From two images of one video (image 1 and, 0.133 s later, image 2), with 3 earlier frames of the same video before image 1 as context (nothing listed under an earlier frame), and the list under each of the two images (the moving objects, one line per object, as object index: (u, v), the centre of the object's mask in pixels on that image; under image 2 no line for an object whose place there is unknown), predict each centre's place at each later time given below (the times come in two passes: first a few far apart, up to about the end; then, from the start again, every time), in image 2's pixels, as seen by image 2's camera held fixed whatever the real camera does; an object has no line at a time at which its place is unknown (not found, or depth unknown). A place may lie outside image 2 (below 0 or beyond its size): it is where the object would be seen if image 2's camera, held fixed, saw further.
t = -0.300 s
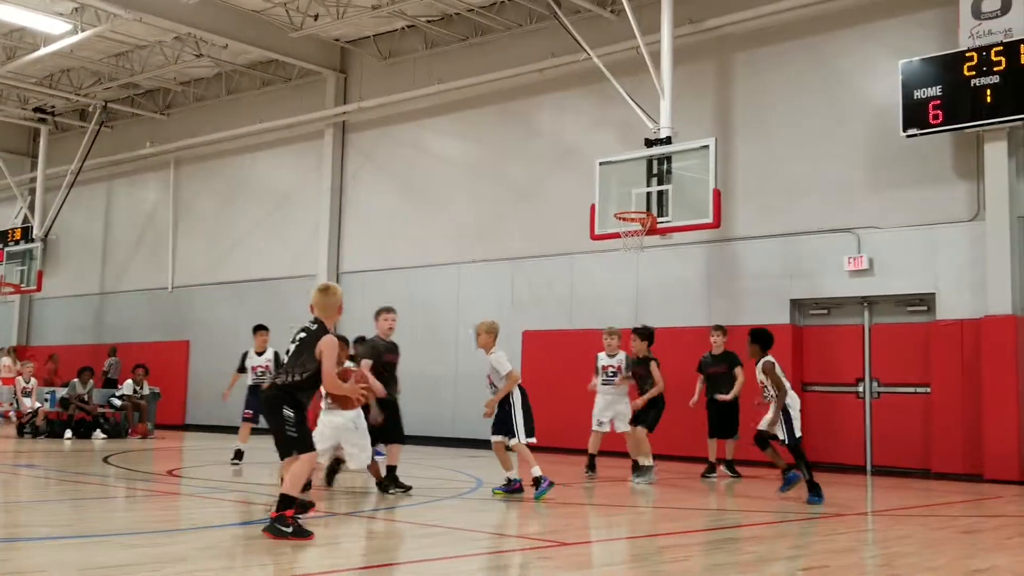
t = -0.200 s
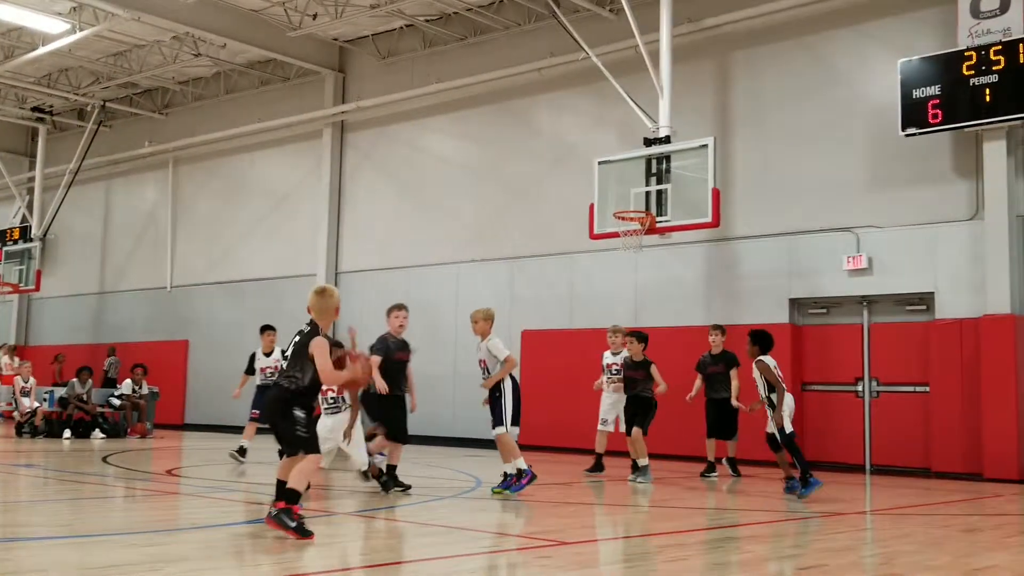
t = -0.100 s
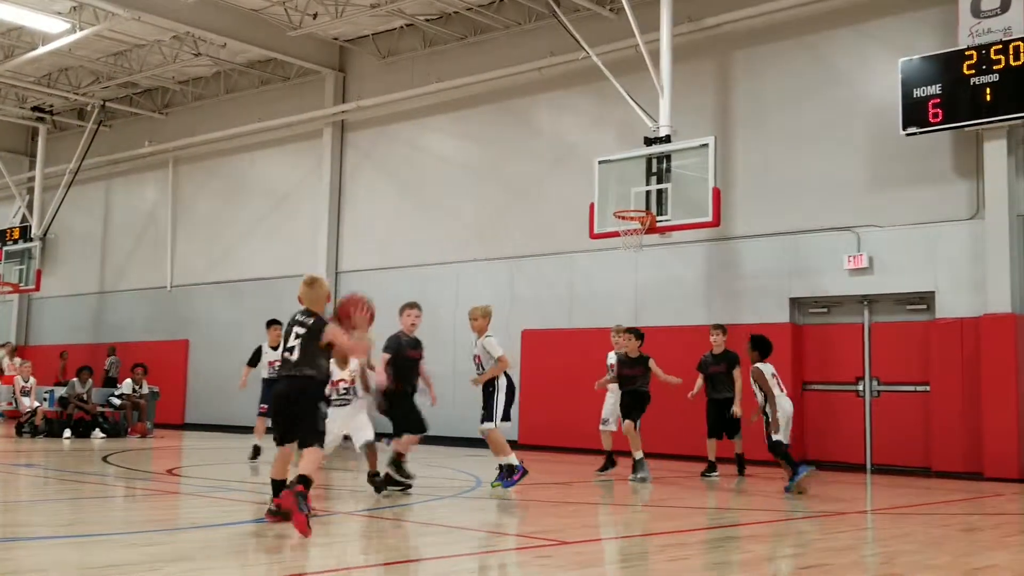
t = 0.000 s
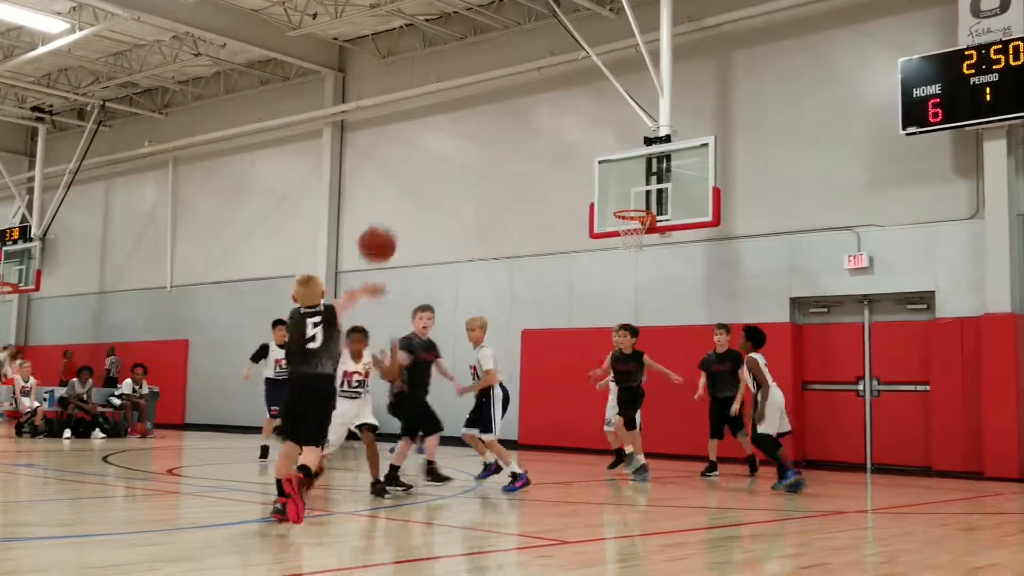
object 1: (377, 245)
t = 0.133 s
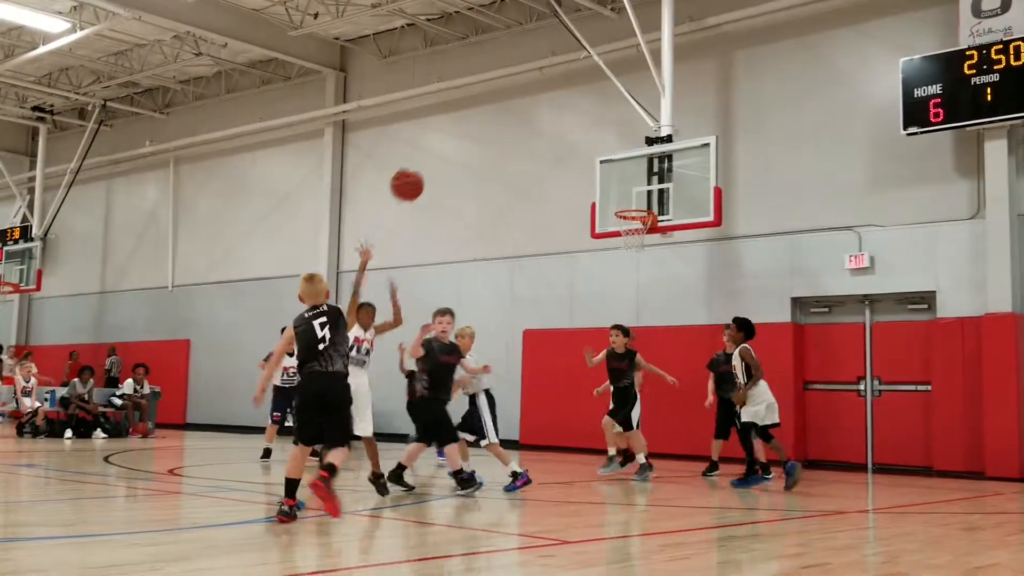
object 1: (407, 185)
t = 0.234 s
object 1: (424, 163)
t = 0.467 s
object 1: (455, 164)
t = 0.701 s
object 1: (477, 212)
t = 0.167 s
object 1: (413, 176)
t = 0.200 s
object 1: (419, 168)
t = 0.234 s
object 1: (424, 163)
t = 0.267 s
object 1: (429, 159)
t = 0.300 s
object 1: (434, 157)
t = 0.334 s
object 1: (438, 156)
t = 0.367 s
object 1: (443, 156)
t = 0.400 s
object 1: (447, 157)
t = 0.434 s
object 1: (450, 160)
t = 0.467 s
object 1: (455, 164)
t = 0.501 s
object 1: (458, 168)
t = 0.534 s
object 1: (461, 174)
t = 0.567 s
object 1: (466, 180)
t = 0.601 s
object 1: (468, 187)
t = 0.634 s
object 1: (472, 195)
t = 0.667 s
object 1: (475, 204)
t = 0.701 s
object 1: (477, 212)
